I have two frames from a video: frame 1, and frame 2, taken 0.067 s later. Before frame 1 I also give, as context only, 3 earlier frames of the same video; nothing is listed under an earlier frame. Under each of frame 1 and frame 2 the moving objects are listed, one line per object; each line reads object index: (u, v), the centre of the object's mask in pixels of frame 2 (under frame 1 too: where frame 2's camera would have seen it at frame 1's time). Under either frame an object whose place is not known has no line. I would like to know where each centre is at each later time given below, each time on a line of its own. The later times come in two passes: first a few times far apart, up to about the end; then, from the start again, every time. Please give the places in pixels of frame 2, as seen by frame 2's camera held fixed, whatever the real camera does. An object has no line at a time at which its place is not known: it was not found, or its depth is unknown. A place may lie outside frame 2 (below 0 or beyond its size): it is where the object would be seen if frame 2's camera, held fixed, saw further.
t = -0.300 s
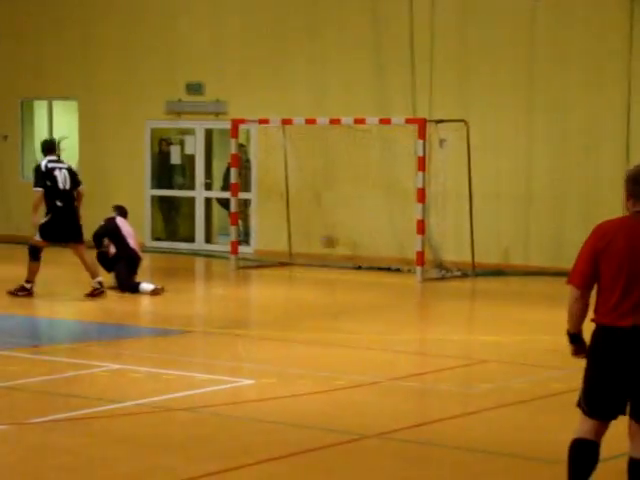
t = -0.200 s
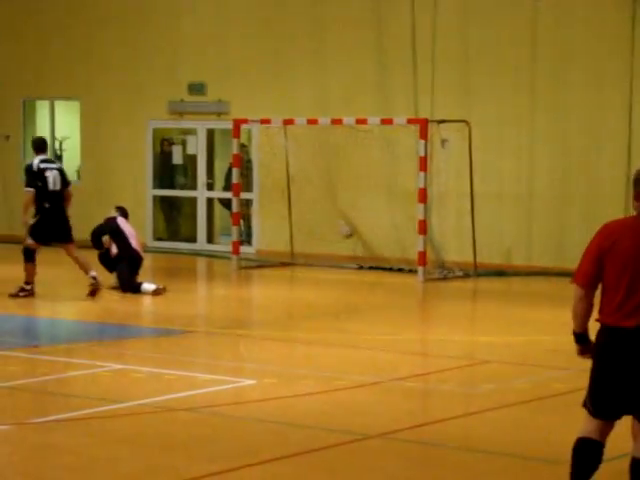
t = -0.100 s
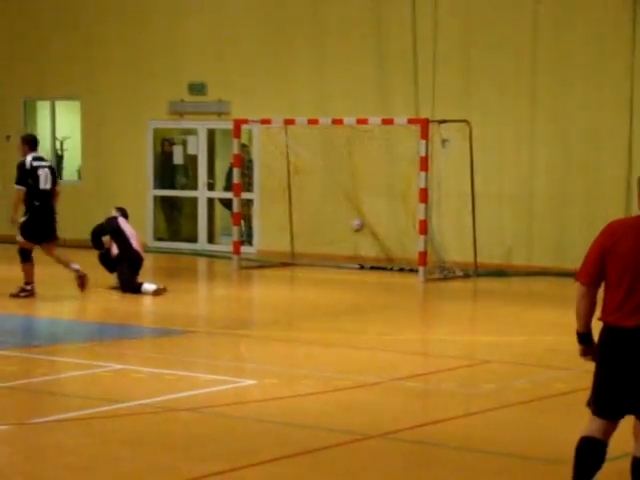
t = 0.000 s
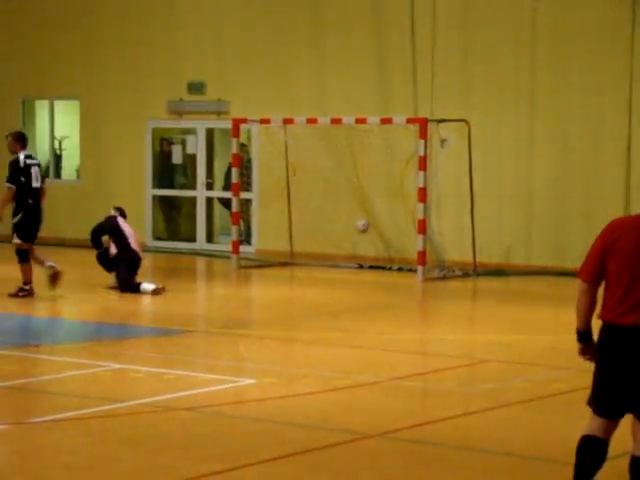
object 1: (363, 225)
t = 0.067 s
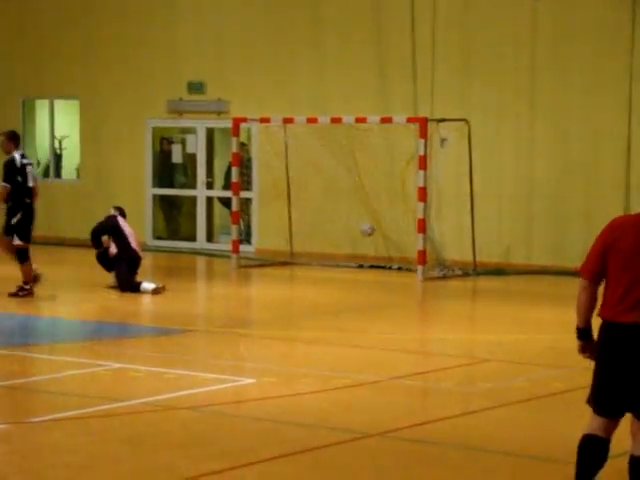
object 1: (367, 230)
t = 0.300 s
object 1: (379, 260)
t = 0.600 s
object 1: (377, 264)
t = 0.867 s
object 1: (371, 267)
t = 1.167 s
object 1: (365, 270)
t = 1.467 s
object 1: (358, 273)
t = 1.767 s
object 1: (351, 277)
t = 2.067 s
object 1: (343, 281)
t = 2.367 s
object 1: (333, 284)
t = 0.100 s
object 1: (370, 232)
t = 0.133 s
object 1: (372, 236)
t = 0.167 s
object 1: (374, 240)
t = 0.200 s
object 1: (376, 247)
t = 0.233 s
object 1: (377, 254)
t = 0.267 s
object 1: (379, 259)
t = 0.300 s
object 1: (379, 260)
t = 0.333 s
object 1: (379, 260)
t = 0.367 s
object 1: (380, 261)
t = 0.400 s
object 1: (380, 262)
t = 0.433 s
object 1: (379, 262)
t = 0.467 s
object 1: (378, 263)
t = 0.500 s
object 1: (378, 263)
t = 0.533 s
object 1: (377, 263)
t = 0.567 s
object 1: (377, 264)
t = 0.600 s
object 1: (377, 264)
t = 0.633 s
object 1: (376, 265)
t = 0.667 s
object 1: (375, 265)
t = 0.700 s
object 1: (374, 265)
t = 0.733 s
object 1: (374, 266)
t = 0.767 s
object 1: (373, 266)
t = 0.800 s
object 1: (372, 266)
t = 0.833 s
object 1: (372, 266)
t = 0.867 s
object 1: (371, 267)
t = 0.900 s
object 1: (370, 267)
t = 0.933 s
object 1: (370, 267)
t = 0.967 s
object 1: (370, 268)
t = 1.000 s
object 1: (368, 268)
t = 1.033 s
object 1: (368, 269)
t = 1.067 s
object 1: (367, 269)
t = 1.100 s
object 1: (366, 269)
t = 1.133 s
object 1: (366, 270)
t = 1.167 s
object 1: (365, 270)
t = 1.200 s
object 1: (364, 270)
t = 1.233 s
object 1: (364, 271)
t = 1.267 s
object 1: (363, 271)
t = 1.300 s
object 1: (362, 271)
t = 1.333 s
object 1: (361, 272)
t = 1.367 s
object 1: (360, 272)
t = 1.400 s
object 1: (360, 273)
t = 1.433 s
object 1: (359, 273)
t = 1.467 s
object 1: (358, 273)
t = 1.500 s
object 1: (358, 274)
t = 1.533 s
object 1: (357, 274)
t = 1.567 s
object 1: (356, 274)
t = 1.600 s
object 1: (355, 275)
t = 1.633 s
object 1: (355, 275)
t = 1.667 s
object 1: (354, 276)
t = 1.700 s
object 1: (353, 276)
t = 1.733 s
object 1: (352, 277)
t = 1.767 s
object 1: (351, 277)
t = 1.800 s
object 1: (350, 277)
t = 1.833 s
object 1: (350, 277)
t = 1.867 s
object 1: (349, 278)
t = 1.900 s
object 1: (348, 278)
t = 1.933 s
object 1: (347, 279)
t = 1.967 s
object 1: (346, 279)
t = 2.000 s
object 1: (345, 280)
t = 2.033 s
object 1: (344, 280)
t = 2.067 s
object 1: (343, 281)
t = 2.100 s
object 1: (342, 281)
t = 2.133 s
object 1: (341, 281)
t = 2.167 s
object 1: (340, 282)
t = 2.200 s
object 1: (339, 282)
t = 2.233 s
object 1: (338, 282)
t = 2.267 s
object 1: (337, 282)
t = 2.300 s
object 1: (335, 283)
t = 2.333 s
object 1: (334, 283)
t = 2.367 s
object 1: (333, 284)
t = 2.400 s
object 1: (332, 284)
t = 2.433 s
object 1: (331, 284)
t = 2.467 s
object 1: (329, 285)
